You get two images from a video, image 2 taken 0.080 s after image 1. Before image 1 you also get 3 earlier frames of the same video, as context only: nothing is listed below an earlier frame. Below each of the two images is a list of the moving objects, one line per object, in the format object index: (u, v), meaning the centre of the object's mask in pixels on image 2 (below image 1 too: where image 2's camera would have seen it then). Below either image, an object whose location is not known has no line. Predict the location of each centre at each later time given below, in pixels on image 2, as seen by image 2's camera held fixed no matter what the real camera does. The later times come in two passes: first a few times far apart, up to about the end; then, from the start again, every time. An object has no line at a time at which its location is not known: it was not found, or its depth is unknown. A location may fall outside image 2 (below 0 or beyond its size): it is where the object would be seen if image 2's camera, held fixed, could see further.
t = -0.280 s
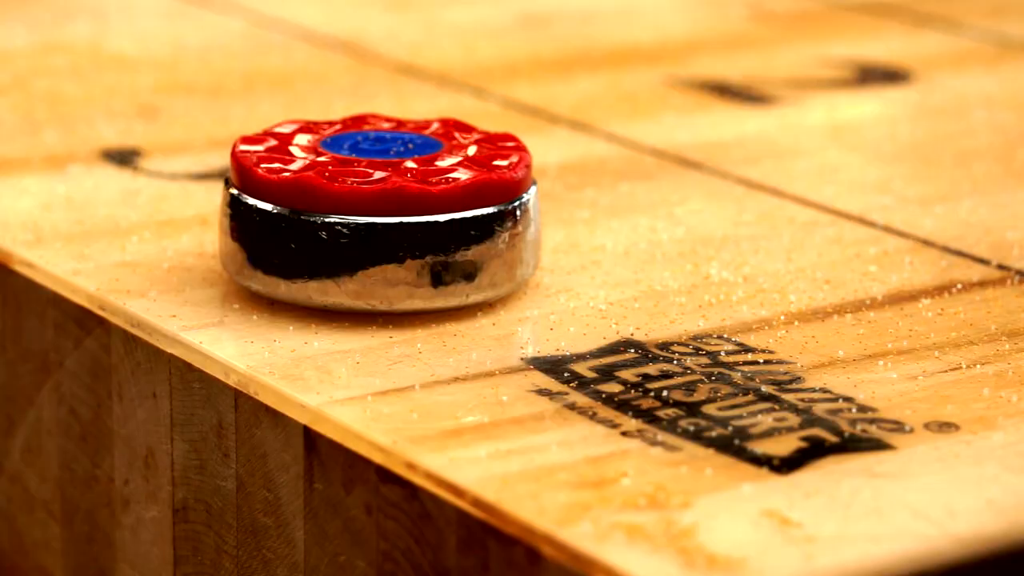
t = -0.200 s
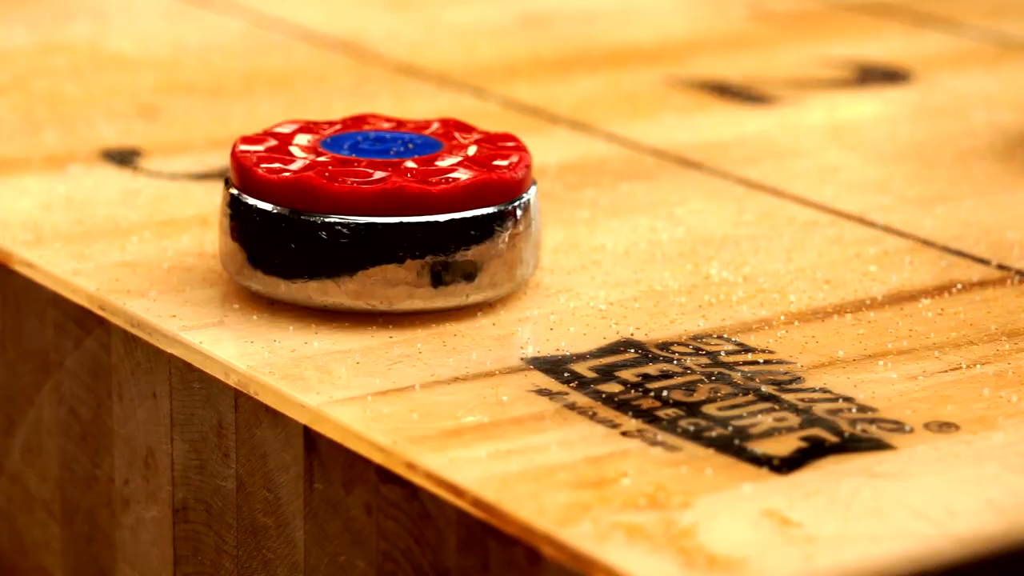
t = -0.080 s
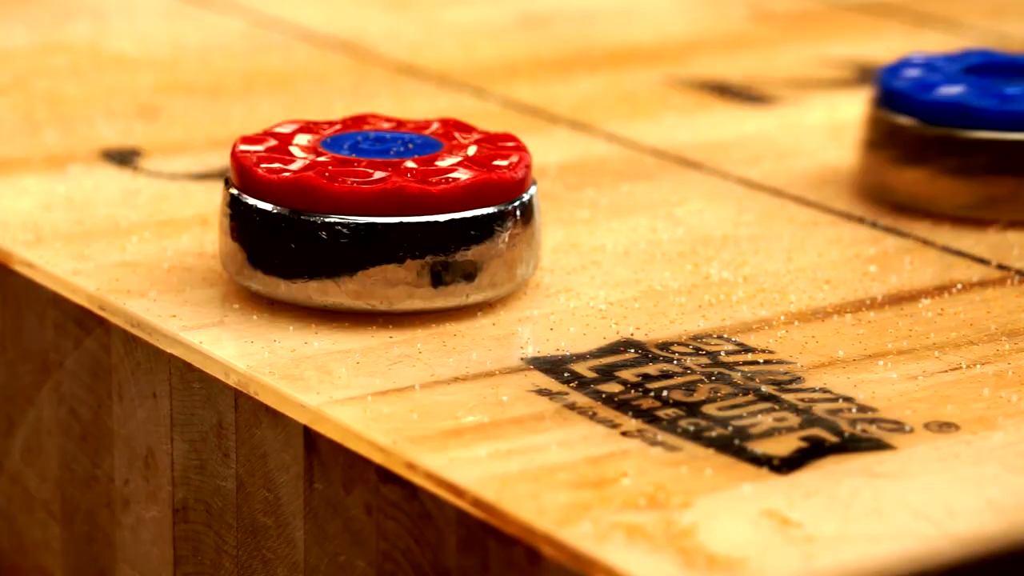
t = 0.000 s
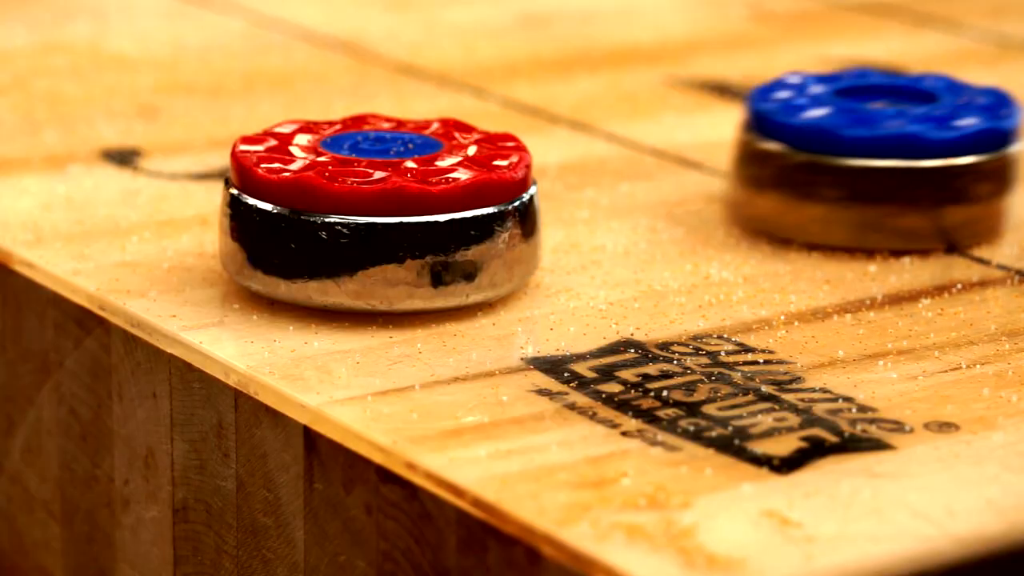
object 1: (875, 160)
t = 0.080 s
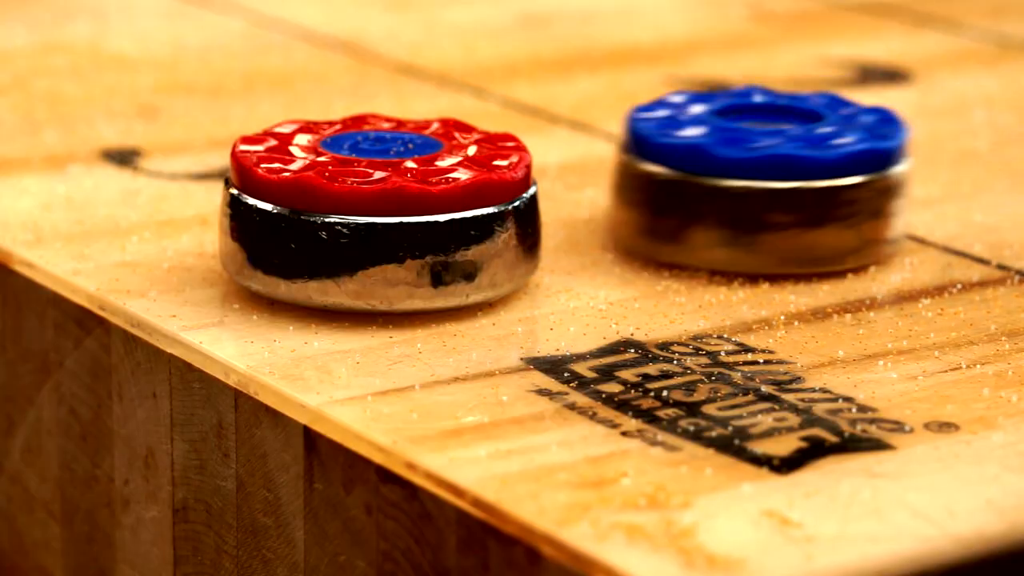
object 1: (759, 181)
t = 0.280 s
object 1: (681, 218)
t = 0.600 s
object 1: (641, 246)
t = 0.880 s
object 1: (577, 259)
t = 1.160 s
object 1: (500, 266)
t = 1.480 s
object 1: (425, 266)
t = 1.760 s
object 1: (349, 267)
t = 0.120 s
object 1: (704, 192)
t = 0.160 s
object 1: (676, 200)
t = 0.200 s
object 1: (678, 207)
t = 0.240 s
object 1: (680, 213)
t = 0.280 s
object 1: (681, 218)
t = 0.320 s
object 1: (680, 223)
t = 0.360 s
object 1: (678, 227)
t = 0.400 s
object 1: (674, 230)
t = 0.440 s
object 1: (669, 233)
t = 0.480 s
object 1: (664, 236)
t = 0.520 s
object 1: (657, 239)
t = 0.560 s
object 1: (650, 243)
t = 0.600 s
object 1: (641, 246)
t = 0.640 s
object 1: (632, 248)
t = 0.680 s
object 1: (624, 250)
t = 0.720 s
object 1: (616, 252)
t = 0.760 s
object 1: (607, 254)
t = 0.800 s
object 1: (598, 256)
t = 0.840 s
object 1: (588, 257)
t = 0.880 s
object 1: (577, 259)
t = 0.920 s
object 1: (565, 261)
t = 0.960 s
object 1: (553, 262)
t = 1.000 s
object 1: (541, 263)
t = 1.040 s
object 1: (529, 264)
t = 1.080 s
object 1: (519, 264)
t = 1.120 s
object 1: (510, 265)
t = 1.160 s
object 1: (500, 266)
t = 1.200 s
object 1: (491, 266)
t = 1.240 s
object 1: (481, 266)
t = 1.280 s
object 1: (473, 266)
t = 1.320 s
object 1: (465, 266)
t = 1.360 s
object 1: (457, 267)
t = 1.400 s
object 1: (447, 267)
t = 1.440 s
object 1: (435, 266)
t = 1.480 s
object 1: (425, 266)
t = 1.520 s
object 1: (415, 266)
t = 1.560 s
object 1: (405, 266)
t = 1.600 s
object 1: (394, 266)
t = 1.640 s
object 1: (384, 267)
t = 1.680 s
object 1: (373, 267)
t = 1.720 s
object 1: (361, 267)
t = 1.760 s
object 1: (349, 267)
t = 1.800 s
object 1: (338, 268)
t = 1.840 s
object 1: (327, 268)
